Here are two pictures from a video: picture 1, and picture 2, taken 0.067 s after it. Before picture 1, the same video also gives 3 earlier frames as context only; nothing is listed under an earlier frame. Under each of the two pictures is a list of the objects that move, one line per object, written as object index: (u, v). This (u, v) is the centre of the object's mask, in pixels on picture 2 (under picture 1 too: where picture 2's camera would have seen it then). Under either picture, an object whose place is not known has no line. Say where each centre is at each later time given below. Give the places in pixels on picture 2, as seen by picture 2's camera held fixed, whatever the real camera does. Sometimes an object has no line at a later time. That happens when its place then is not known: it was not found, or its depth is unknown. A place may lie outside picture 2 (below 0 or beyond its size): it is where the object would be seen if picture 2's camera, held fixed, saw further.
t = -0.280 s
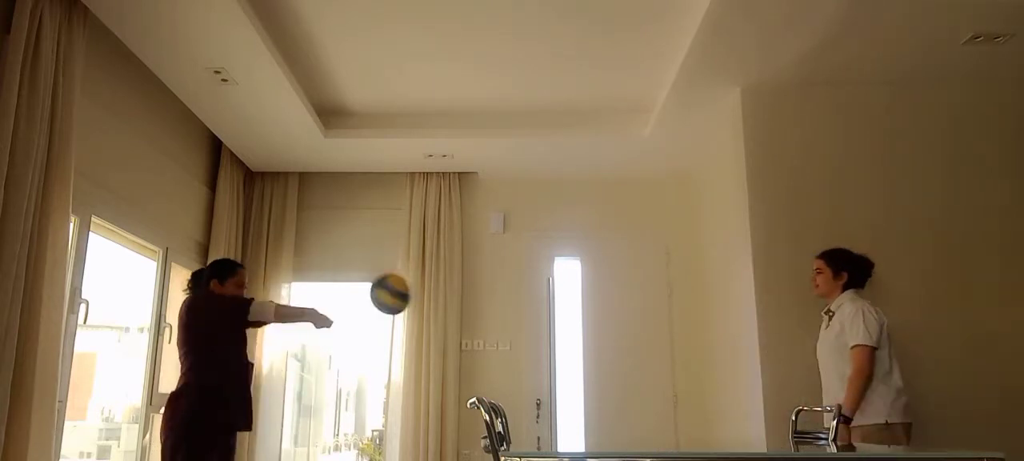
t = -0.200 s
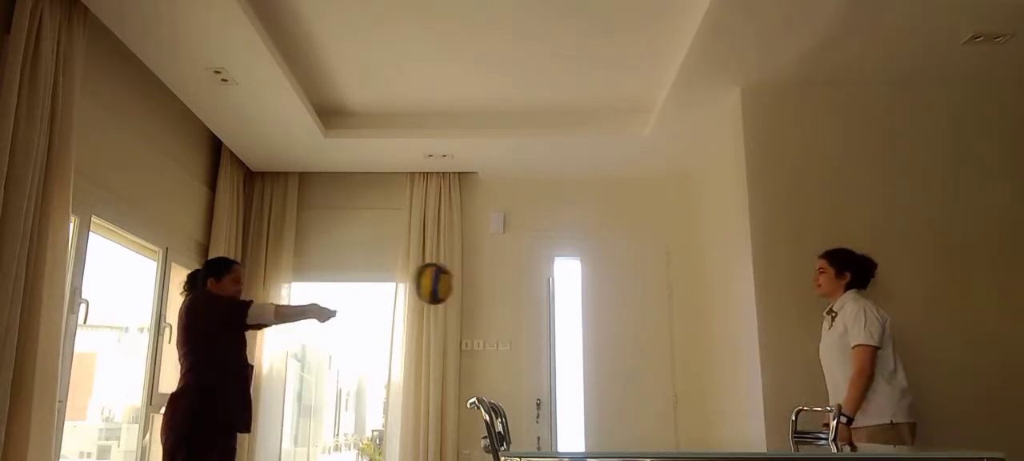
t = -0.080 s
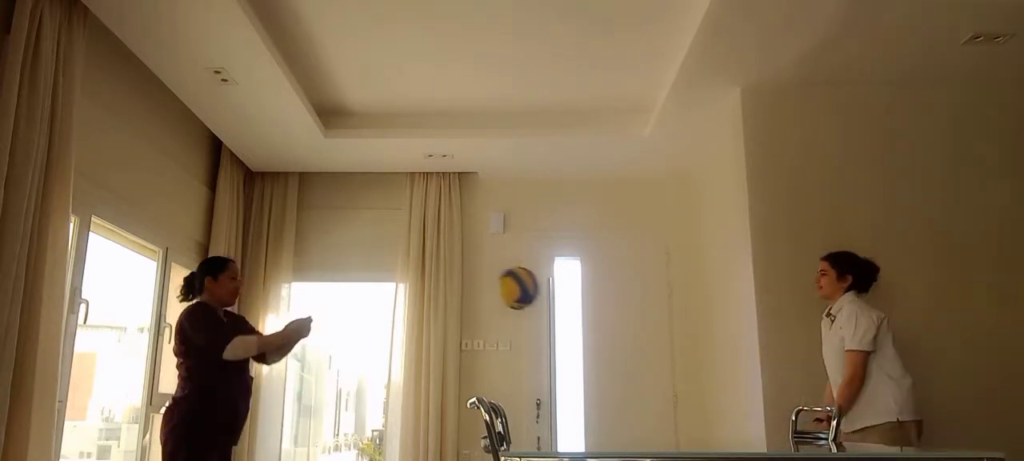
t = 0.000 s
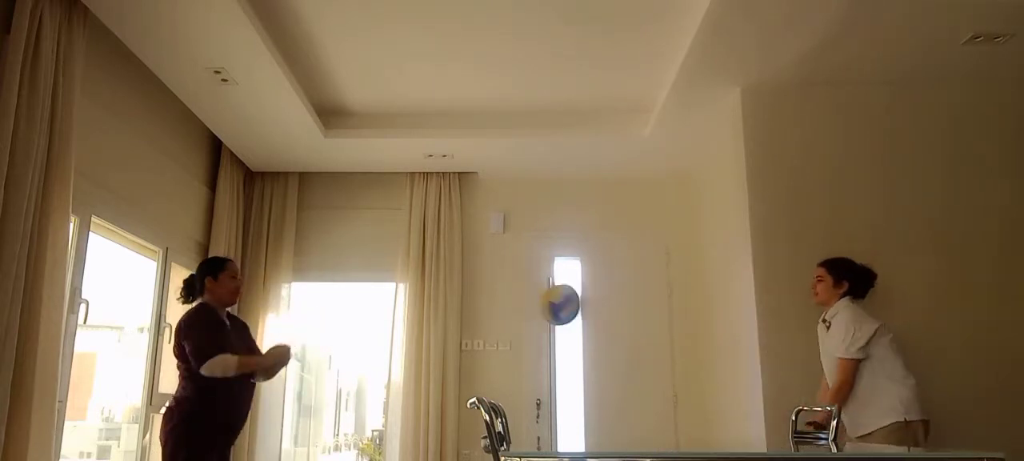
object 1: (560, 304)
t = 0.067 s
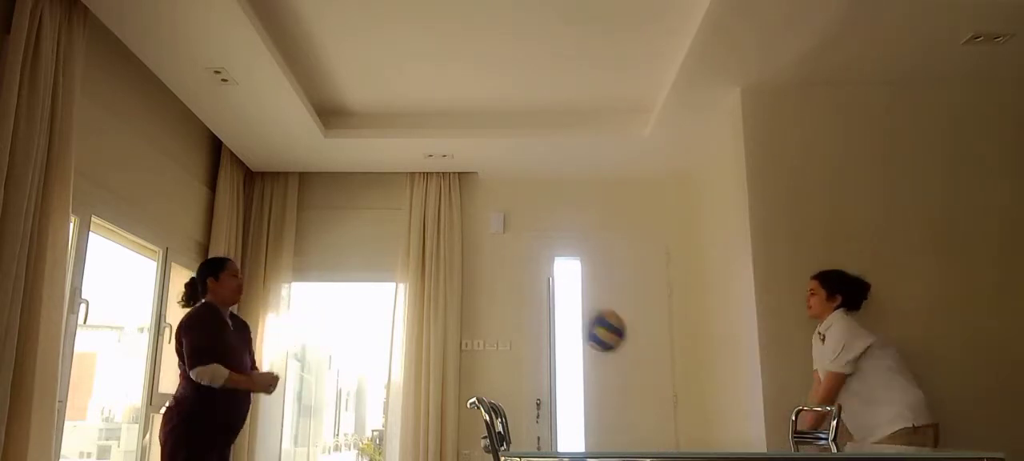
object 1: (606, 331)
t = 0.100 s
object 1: (627, 348)
